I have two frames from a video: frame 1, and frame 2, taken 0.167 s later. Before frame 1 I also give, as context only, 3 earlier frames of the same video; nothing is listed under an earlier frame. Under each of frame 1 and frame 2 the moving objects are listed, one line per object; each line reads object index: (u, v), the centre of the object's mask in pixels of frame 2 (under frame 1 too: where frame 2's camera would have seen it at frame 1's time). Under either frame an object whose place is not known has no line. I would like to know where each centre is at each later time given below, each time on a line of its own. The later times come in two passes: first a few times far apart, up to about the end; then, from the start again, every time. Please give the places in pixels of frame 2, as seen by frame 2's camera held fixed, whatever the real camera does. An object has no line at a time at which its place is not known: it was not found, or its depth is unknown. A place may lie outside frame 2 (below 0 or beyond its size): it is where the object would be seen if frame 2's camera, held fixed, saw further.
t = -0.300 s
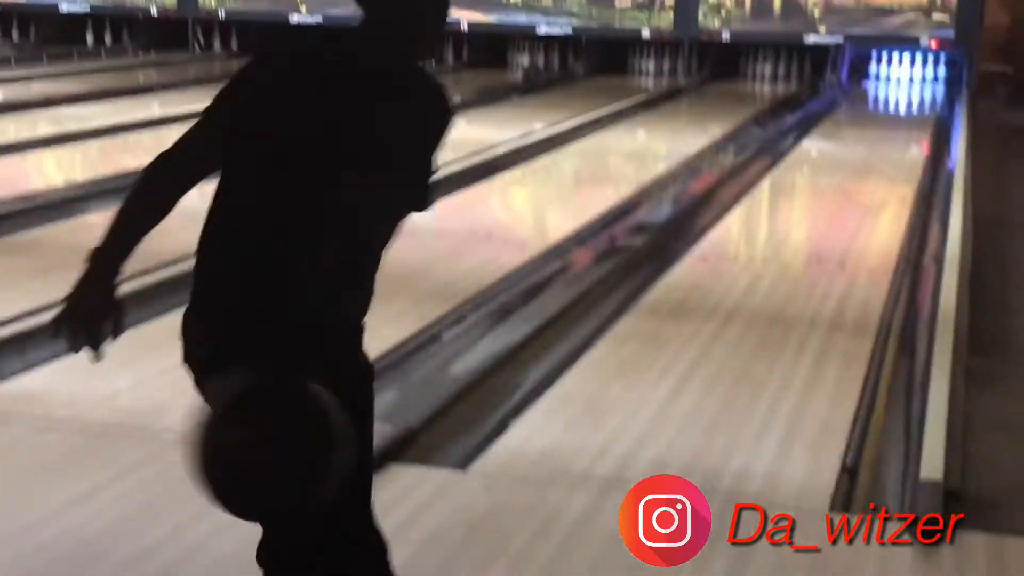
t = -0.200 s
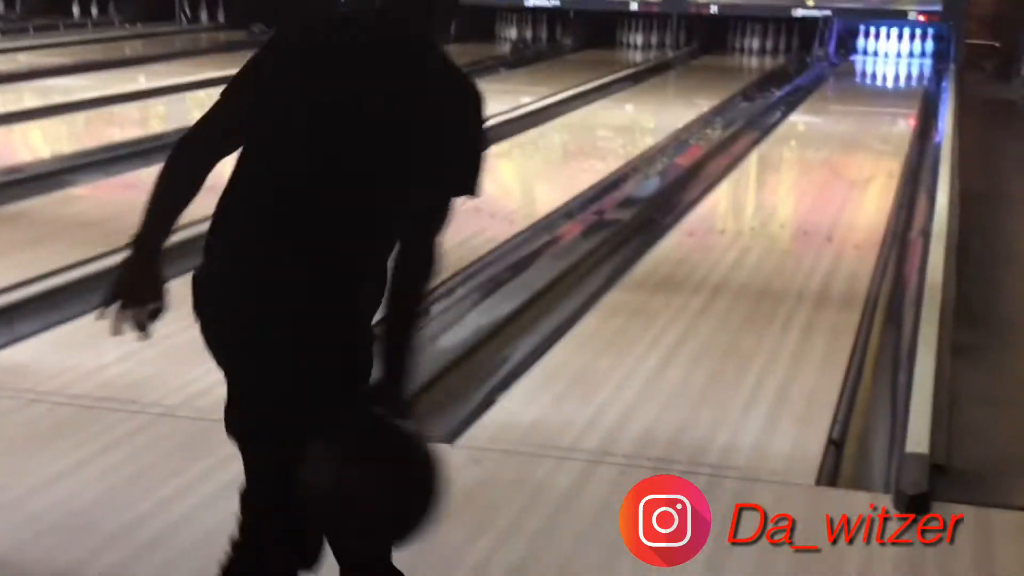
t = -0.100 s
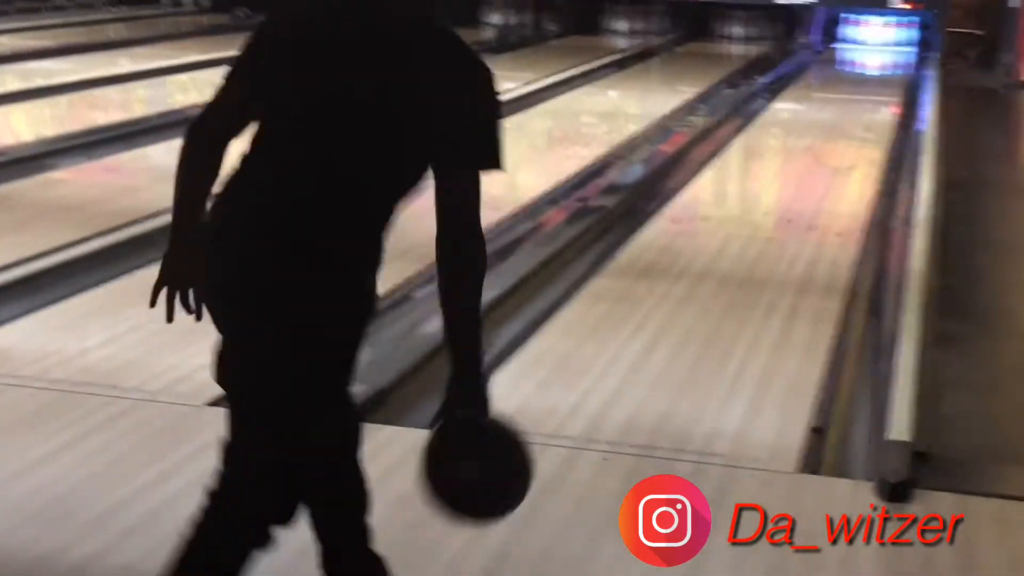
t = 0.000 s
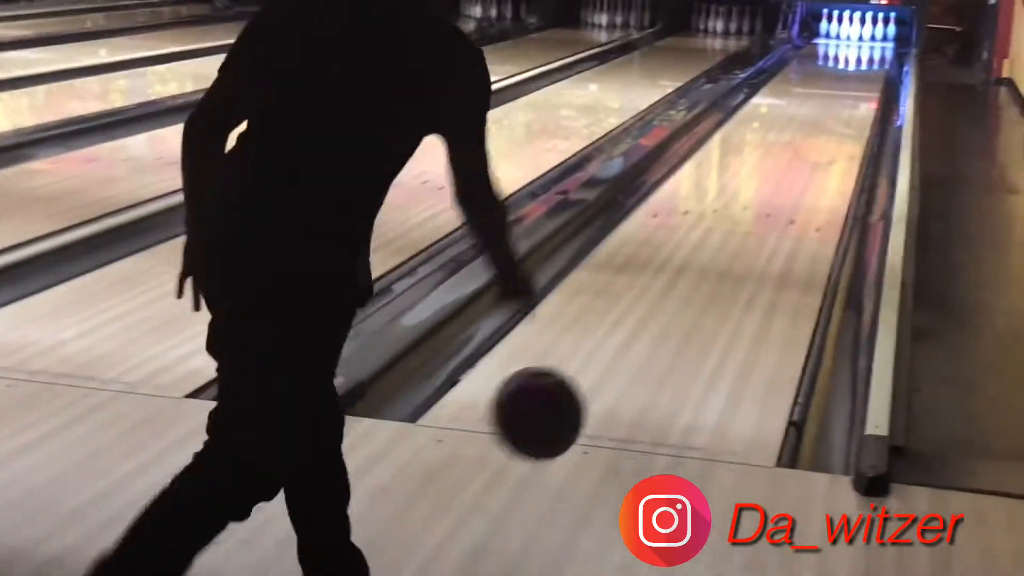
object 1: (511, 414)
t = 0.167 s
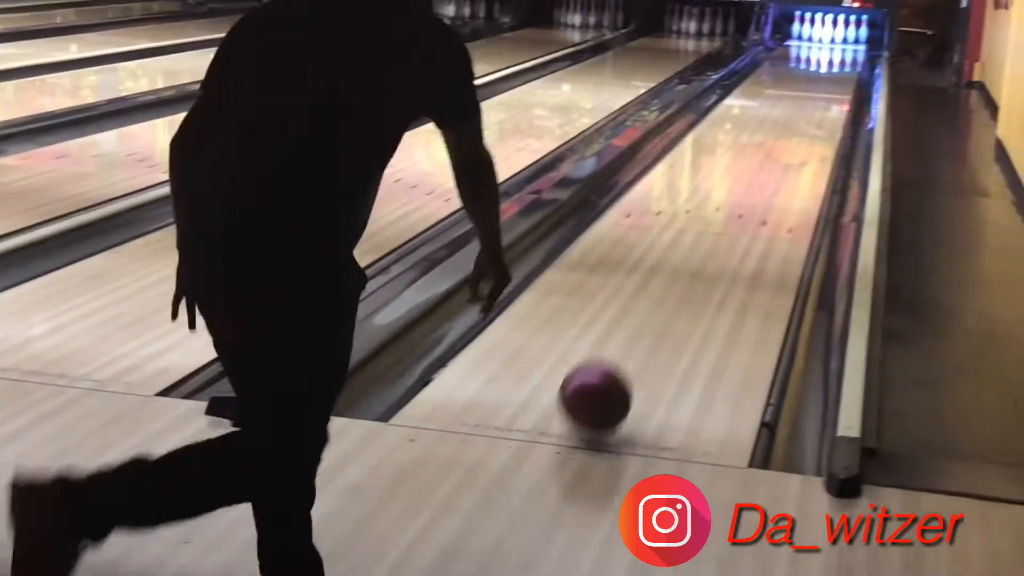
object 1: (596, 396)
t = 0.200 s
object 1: (609, 375)
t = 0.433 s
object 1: (678, 291)
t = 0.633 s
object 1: (717, 237)
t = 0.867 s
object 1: (750, 192)
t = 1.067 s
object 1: (771, 163)
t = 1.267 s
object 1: (787, 140)
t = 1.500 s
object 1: (802, 119)
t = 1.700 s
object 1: (813, 104)
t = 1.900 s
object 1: (822, 91)
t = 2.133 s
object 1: (830, 79)
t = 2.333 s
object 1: (836, 70)
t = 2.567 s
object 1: (842, 61)
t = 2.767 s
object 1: (847, 55)
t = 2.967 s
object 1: (851, 48)
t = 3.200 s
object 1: (855, 43)
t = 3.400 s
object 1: (858, 38)
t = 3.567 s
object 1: (863, 34)
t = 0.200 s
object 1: (609, 375)
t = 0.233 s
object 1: (621, 358)
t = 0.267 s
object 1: (632, 346)
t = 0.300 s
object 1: (642, 338)
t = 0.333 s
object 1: (652, 325)
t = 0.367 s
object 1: (661, 313)
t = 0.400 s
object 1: (670, 301)
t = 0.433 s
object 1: (678, 291)
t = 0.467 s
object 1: (686, 280)
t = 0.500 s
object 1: (692, 270)
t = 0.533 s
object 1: (699, 261)
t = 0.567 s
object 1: (705, 253)
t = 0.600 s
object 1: (711, 244)
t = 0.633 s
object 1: (717, 237)
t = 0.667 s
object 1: (723, 229)
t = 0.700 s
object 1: (728, 222)
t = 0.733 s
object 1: (732, 215)
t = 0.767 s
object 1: (737, 209)
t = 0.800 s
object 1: (741, 203)
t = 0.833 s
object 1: (746, 197)
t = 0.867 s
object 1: (750, 192)
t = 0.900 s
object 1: (754, 186)
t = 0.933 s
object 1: (757, 181)
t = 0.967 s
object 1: (761, 177)
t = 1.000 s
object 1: (764, 172)
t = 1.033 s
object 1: (768, 167)
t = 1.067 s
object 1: (771, 163)
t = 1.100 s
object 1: (774, 159)
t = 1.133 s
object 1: (777, 155)
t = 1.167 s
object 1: (779, 151)
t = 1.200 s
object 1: (782, 147)
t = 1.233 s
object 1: (785, 144)
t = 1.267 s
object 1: (787, 140)
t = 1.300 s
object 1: (789, 136)
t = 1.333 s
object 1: (792, 133)
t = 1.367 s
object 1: (794, 130)
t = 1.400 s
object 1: (796, 127)
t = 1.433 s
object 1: (798, 124)
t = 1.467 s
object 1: (800, 121)
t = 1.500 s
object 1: (802, 119)
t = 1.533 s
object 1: (804, 116)
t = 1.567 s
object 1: (806, 113)
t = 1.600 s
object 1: (807, 111)
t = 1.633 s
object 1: (809, 108)
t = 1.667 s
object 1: (811, 106)
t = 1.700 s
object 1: (813, 104)
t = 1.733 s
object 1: (814, 101)
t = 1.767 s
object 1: (816, 99)
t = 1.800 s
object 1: (817, 97)
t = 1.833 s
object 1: (819, 95)
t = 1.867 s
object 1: (820, 93)
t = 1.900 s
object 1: (822, 91)
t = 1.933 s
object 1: (823, 89)
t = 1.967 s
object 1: (824, 88)
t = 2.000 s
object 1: (825, 86)
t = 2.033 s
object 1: (827, 84)
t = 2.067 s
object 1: (828, 82)
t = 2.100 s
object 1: (829, 81)
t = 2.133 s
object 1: (830, 79)
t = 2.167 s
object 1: (831, 77)
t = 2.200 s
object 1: (833, 76)
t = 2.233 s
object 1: (833, 74)
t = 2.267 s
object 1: (834, 73)
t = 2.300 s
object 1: (835, 71)
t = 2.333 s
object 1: (836, 70)
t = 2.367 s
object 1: (837, 68)
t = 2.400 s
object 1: (838, 67)
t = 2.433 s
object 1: (839, 66)
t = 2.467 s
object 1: (840, 64)
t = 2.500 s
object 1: (841, 63)
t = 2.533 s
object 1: (842, 62)
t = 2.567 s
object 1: (842, 61)
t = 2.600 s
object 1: (843, 60)
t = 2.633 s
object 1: (843, 59)
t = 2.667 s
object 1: (844, 58)
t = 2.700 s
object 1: (845, 56)
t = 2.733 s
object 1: (847, 55)
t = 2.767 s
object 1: (847, 55)
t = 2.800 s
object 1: (848, 54)
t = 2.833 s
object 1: (849, 52)
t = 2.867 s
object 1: (849, 51)
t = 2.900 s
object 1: (850, 51)
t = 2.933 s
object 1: (851, 49)
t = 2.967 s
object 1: (851, 48)
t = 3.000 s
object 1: (852, 48)
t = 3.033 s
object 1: (852, 47)
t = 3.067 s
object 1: (852, 46)
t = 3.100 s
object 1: (853, 46)
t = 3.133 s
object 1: (853, 44)
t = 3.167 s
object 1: (854, 44)
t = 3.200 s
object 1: (855, 43)
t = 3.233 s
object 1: (855, 42)
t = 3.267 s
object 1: (856, 40)
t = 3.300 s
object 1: (857, 40)
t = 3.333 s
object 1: (858, 39)
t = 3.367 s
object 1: (859, 39)
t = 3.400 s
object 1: (858, 38)
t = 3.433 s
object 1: (858, 38)
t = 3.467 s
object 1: (859, 37)
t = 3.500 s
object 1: (860, 36)
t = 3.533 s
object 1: (861, 35)
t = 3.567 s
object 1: (863, 34)
